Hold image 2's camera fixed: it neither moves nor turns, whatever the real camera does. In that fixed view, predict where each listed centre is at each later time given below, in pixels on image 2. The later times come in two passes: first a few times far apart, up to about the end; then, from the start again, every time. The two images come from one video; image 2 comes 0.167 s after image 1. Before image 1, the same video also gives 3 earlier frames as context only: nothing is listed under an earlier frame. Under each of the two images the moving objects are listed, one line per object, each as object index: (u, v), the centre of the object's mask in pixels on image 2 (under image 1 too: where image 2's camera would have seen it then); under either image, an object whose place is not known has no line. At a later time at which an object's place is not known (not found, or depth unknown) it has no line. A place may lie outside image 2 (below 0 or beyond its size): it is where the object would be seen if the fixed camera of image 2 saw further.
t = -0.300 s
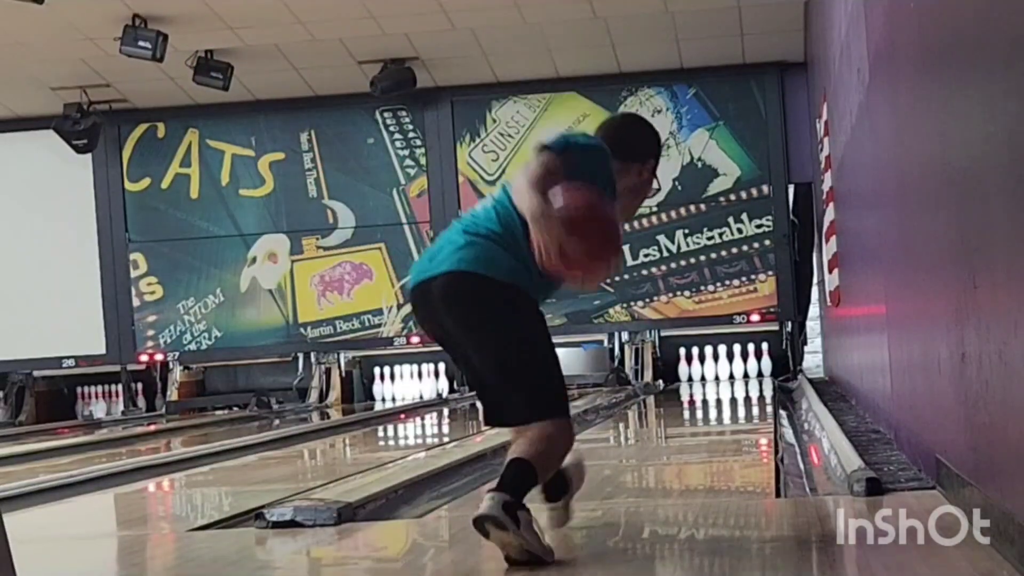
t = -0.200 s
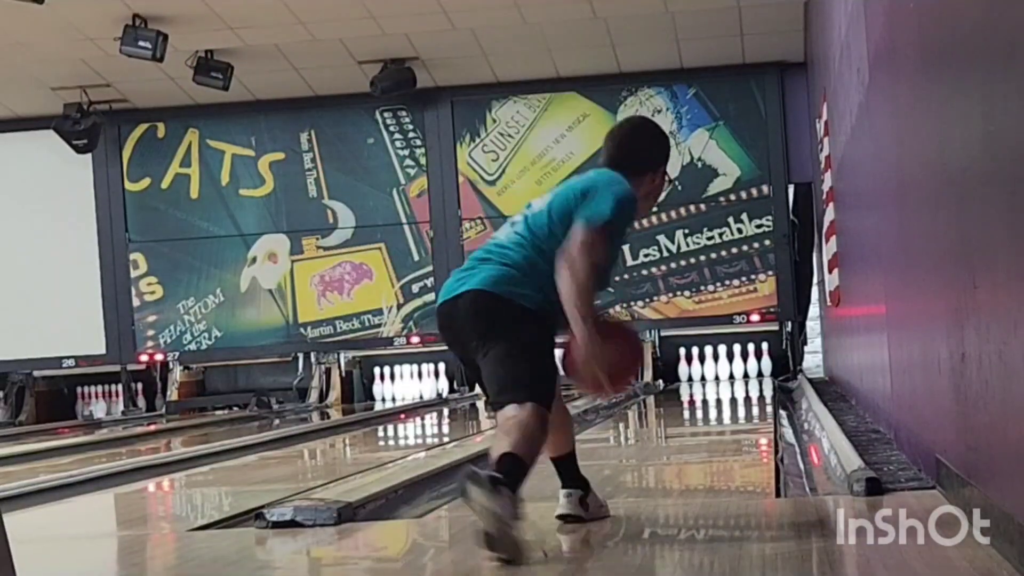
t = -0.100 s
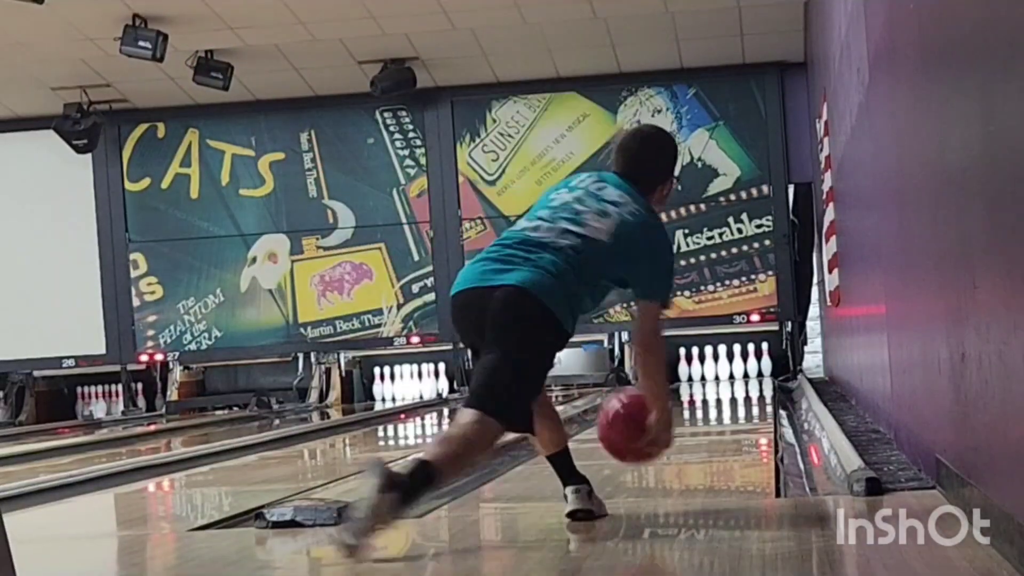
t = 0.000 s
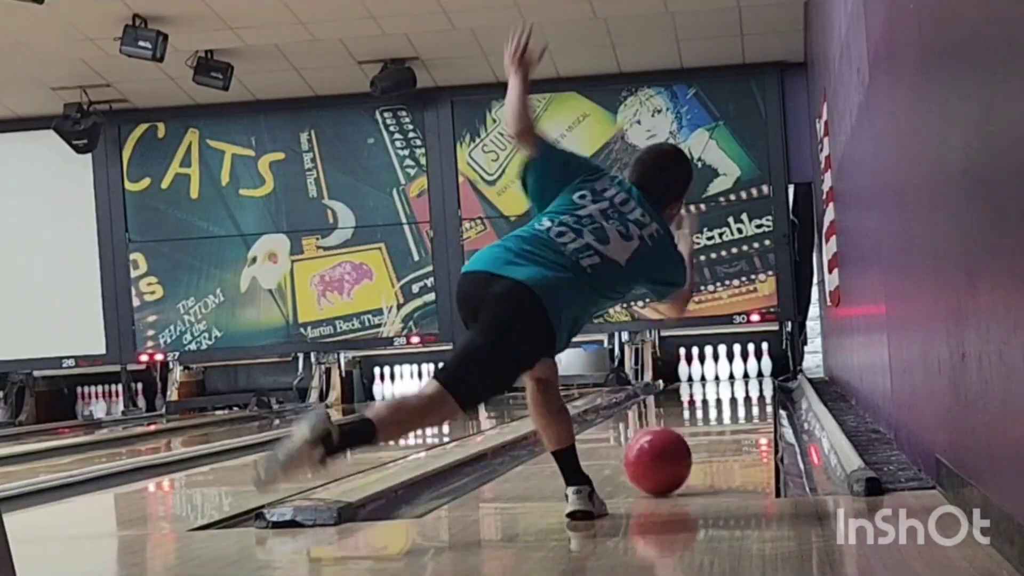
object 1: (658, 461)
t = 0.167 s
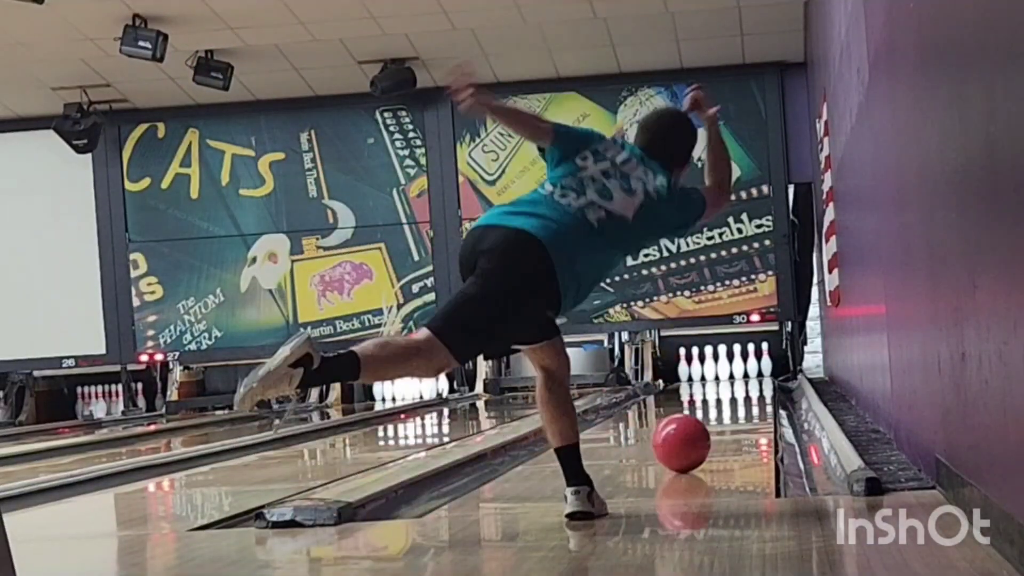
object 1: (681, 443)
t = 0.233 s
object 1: (688, 437)
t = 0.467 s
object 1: (708, 420)
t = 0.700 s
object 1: (721, 408)
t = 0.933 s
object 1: (731, 399)
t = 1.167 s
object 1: (737, 392)
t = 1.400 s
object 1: (741, 386)
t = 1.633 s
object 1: (743, 381)
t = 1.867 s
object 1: (744, 377)
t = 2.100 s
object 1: (742, 374)
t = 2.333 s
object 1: (736, 372)
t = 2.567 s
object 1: (732, 371)
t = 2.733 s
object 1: (731, 369)
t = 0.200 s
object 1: (685, 440)
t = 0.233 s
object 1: (688, 437)
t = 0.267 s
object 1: (692, 434)
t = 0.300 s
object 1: (694, 431)
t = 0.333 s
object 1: (698, 429)
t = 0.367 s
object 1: (700, 426)
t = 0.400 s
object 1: (703, 424)
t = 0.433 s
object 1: (705, 422)
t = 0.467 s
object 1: (708, 420)
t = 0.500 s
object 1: (711, 418)
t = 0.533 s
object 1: (712, 416)
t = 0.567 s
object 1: (714, 414)
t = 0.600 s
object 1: (716, 413)
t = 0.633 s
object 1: (718, 411)
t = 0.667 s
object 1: (720, 410)
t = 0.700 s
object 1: (721, 408)
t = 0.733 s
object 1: (722, 406)
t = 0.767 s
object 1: (724, 405)
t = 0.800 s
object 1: (726, 404)
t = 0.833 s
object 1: (727, 403)
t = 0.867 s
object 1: (728, 401)
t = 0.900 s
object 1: (730, 400)
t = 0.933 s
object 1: (731, 399)
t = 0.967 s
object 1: (732, 398)
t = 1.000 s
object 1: (733, 397)
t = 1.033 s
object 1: (734, 396)
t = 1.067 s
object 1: (735, 395)
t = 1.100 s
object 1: (735, 394)
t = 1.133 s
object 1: (736, 393)
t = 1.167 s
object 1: (737, 392)
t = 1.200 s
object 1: (738, 391)
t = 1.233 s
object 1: (739, 390)
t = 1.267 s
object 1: (739, 389)
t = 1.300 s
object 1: (740, 389)
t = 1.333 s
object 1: (741, 388)
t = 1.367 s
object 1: (741, 387)
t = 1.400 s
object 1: (741, 386)
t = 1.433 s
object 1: (742, 385)
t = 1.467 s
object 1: (742, 385)
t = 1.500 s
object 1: (742, 384)
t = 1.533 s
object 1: (743, 382)
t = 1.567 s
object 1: (743, 382)
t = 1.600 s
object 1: (743, 382)
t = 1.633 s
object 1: (743, 381)
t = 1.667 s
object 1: (743, 381)
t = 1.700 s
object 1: (744, 380)
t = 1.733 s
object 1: (744, 379)
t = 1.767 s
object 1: (744, 379)
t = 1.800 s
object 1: (744, 378)
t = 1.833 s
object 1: (744, 378)
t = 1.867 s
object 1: (744, 377)
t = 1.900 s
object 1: (744, 377)
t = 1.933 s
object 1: (743, 376)
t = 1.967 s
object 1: (743, 376)
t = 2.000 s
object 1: (743, 376)
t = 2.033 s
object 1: (743, 375)
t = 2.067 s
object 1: (742, 375)
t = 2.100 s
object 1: (742, 374)
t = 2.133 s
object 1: (741, 374)
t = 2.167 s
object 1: (740, 374)
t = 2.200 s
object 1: (740, 374)
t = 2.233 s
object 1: (739, 374)
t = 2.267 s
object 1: (738, 373)
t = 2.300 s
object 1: (738, 373)
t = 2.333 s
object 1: (736, 372)
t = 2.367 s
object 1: (736, 372)
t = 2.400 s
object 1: (735, 372)
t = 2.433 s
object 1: (734, 371)
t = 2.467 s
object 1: (733, 371)
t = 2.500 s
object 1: (731, 371)
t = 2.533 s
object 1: (731, 371)
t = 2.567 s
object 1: (732, 371)
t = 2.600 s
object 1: (732, 370)
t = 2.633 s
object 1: (731, 370)
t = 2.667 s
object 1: (732, 370)
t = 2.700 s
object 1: (731, 369)
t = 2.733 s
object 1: (731, 369)
